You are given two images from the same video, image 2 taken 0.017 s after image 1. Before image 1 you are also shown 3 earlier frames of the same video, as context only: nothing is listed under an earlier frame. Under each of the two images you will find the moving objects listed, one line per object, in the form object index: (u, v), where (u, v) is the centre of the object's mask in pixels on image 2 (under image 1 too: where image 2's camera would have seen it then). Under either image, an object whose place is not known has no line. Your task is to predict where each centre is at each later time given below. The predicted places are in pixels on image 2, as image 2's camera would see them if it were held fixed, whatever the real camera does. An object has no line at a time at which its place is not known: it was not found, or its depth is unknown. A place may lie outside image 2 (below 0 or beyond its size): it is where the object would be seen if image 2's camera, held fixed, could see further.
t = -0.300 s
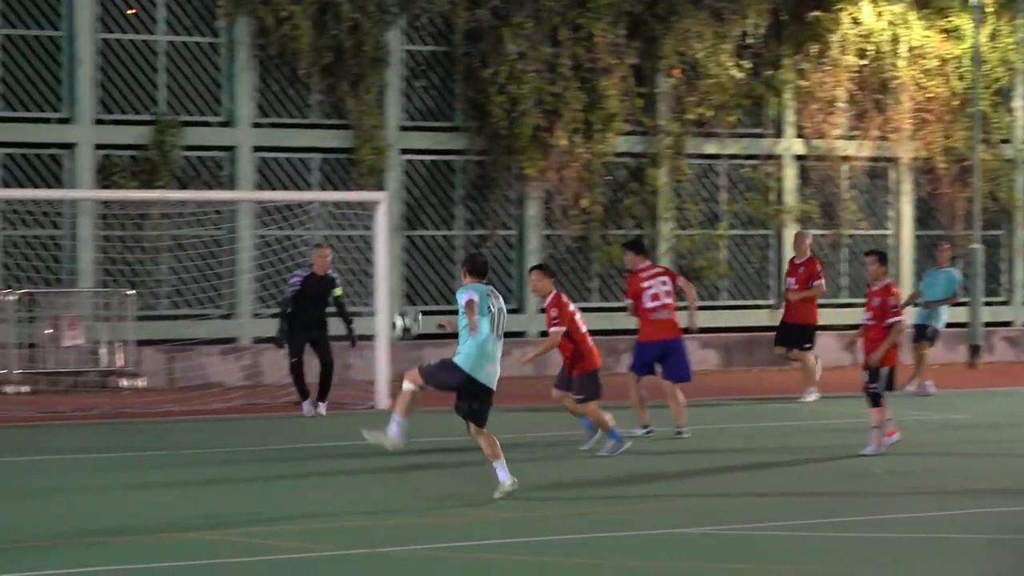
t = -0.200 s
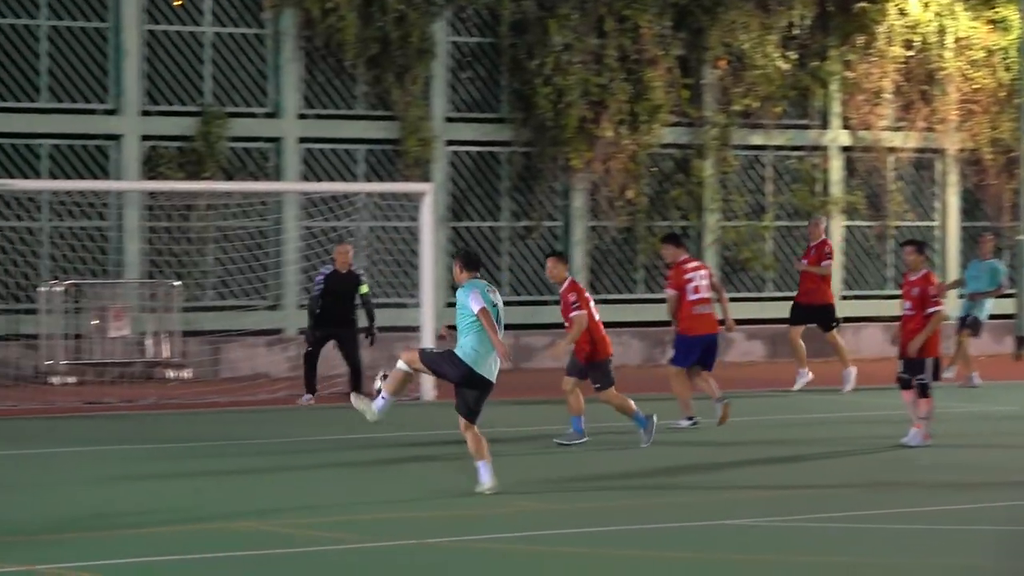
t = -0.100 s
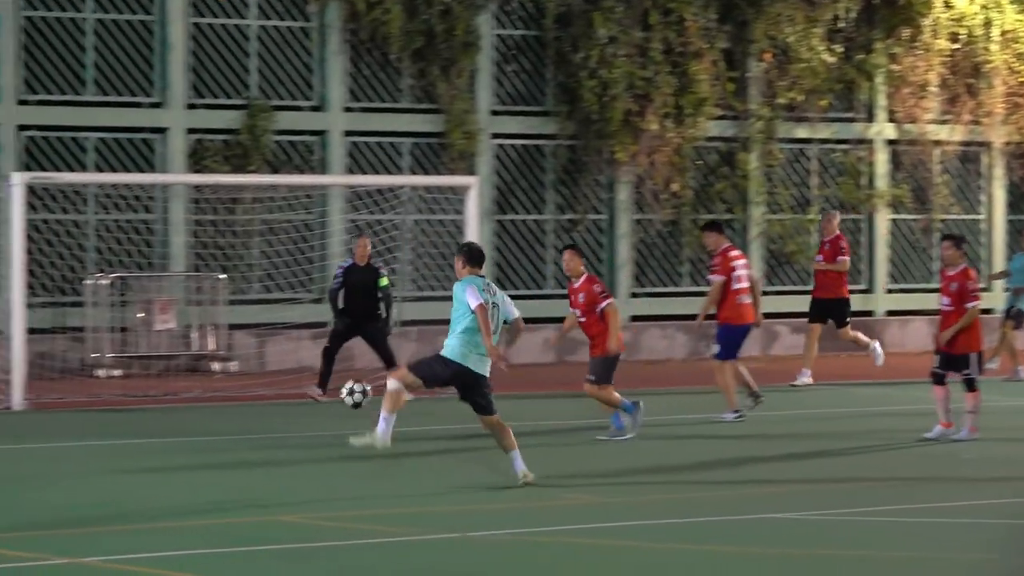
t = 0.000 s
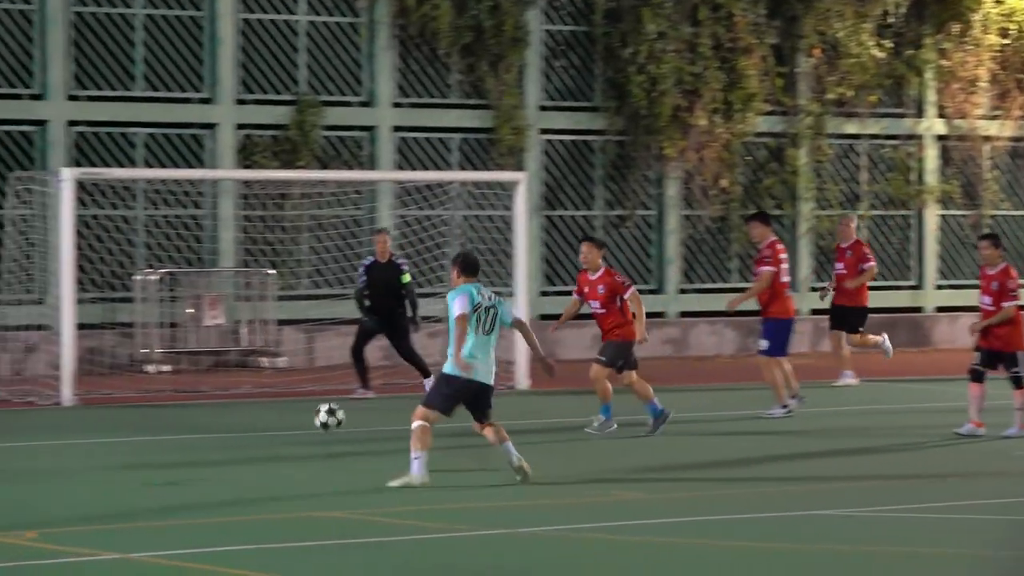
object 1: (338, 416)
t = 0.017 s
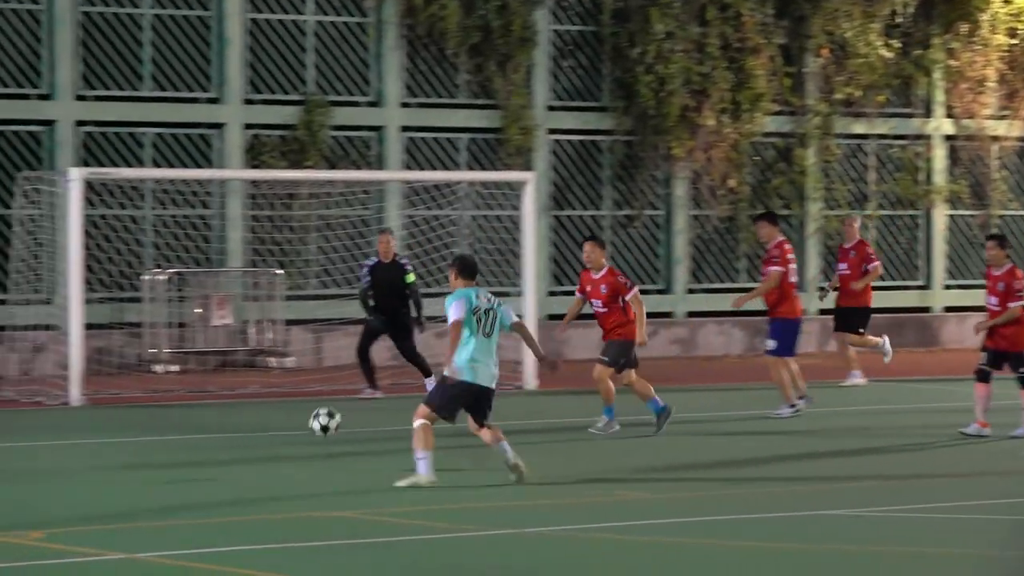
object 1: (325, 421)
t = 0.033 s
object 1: (311, 427)
